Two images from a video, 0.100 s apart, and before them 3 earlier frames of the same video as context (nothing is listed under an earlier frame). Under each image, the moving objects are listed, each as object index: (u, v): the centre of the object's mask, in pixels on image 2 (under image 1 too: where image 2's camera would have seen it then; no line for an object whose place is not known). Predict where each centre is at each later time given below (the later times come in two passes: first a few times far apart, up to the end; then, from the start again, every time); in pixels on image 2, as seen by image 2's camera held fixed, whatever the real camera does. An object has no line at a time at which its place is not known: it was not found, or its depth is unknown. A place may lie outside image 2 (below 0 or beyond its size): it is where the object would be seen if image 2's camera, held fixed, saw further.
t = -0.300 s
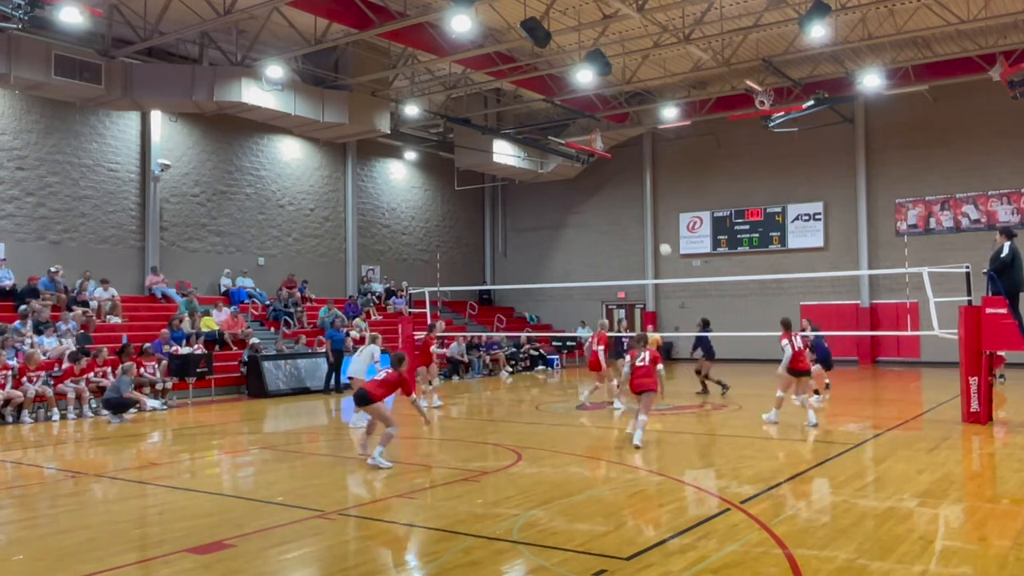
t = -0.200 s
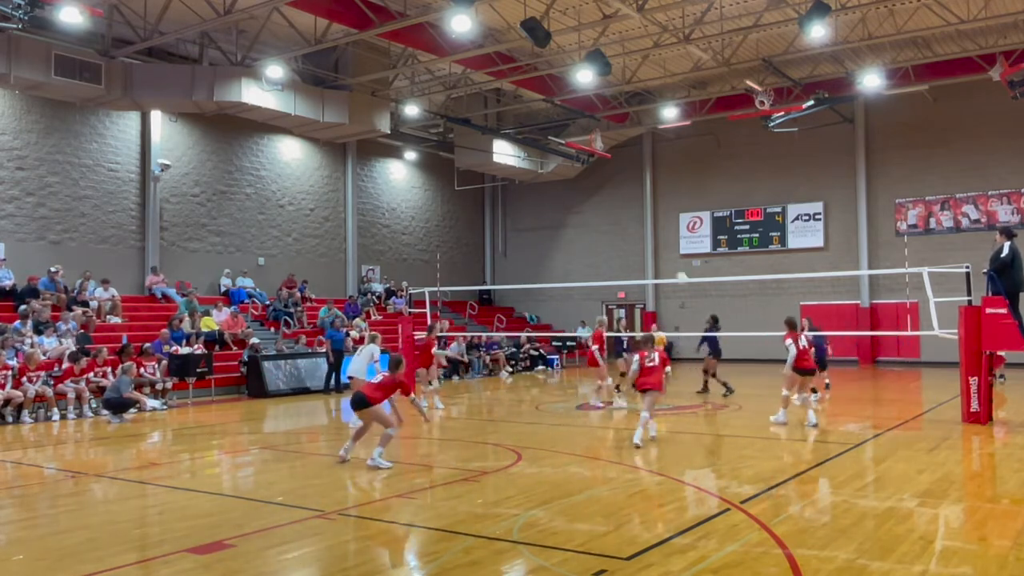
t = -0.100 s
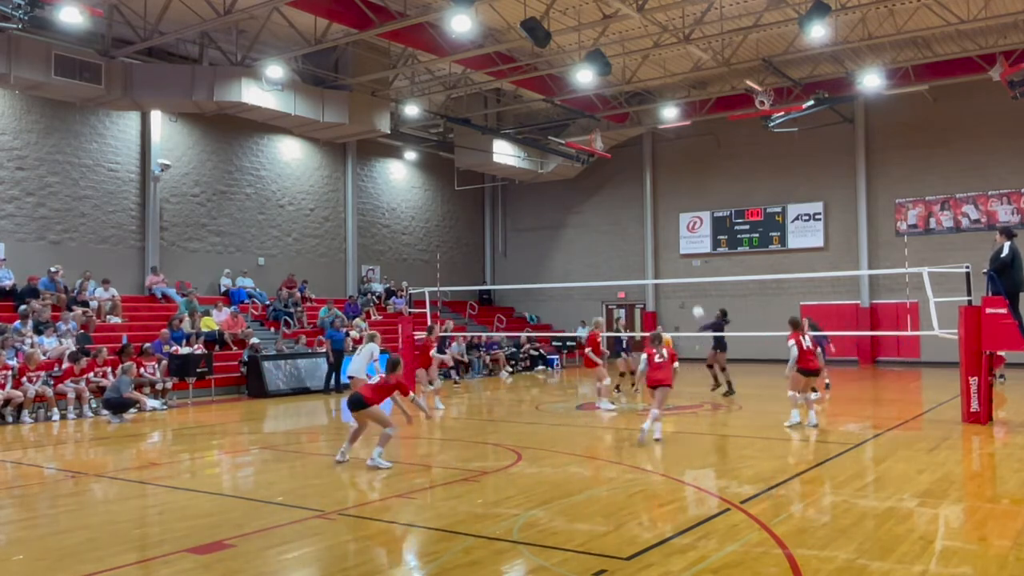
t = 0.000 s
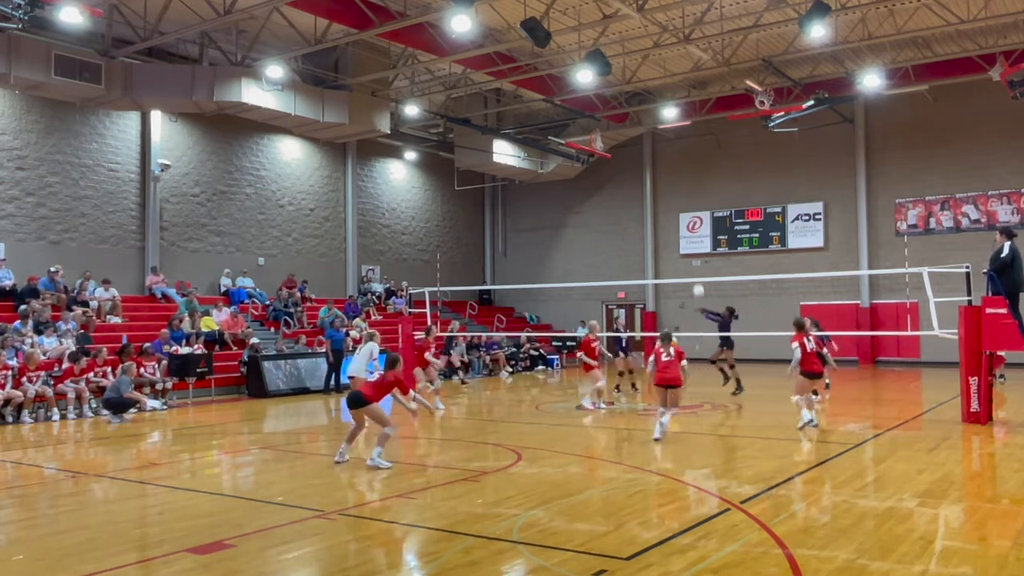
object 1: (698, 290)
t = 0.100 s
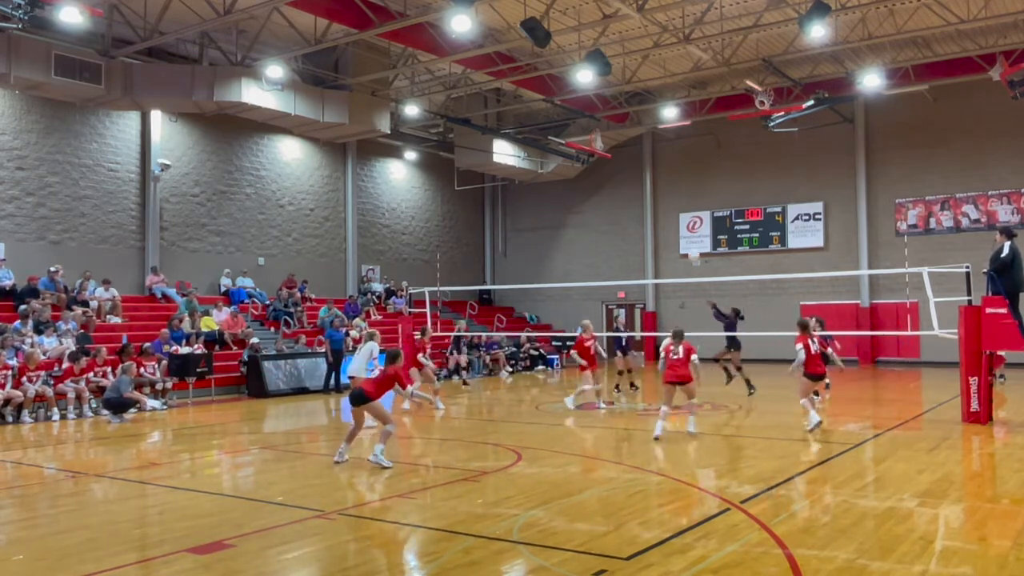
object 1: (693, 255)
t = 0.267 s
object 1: (686, 202)
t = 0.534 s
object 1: (675, 144)
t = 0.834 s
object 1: (663, 124)
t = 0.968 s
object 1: (657, 132)
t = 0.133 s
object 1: (693, 242)
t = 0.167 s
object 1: (692, 230)
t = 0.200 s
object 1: (689, 220)
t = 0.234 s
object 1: (688, 208)
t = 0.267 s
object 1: (686, 202)
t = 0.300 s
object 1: (685, 193)
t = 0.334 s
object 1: (683, 184)
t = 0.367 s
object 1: (682, 176)
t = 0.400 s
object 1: (680, 169)
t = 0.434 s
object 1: (679, 162)
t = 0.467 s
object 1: (678, 155)
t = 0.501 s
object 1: (676, 150)
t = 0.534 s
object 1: (675, 144)
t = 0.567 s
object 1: (674, 140)
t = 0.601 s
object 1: (673, 135)
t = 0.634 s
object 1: (671, 132)
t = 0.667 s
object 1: (670, 130)
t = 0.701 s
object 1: (669, 127)
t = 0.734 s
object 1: (667, 125)
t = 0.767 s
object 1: (666, 124)
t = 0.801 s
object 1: (664, 124)
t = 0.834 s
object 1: (663, 124)
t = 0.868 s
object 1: (662, 124)
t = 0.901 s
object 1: (660, 127)
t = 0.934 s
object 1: (659, 129)
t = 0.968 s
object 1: (657, 132)
